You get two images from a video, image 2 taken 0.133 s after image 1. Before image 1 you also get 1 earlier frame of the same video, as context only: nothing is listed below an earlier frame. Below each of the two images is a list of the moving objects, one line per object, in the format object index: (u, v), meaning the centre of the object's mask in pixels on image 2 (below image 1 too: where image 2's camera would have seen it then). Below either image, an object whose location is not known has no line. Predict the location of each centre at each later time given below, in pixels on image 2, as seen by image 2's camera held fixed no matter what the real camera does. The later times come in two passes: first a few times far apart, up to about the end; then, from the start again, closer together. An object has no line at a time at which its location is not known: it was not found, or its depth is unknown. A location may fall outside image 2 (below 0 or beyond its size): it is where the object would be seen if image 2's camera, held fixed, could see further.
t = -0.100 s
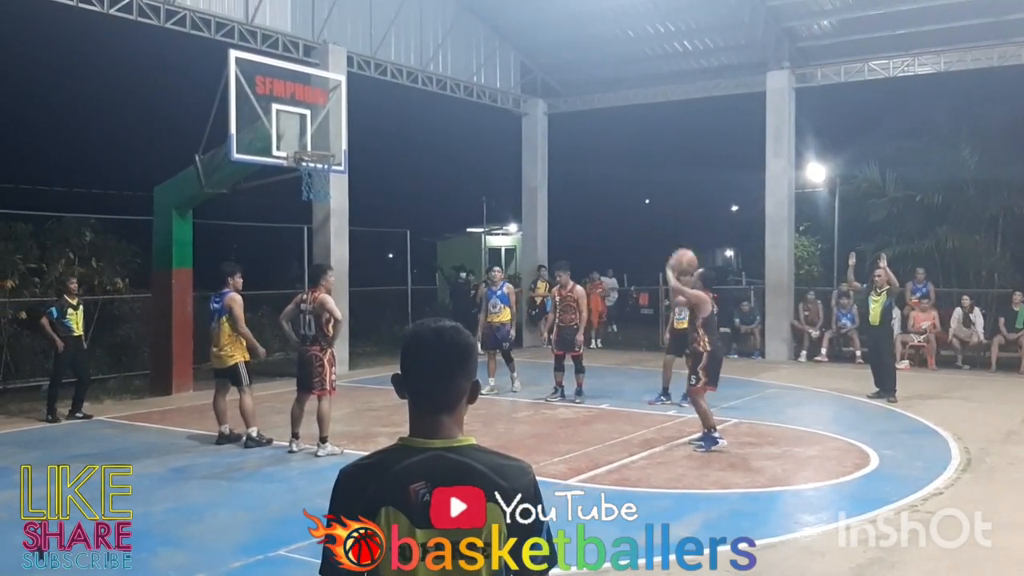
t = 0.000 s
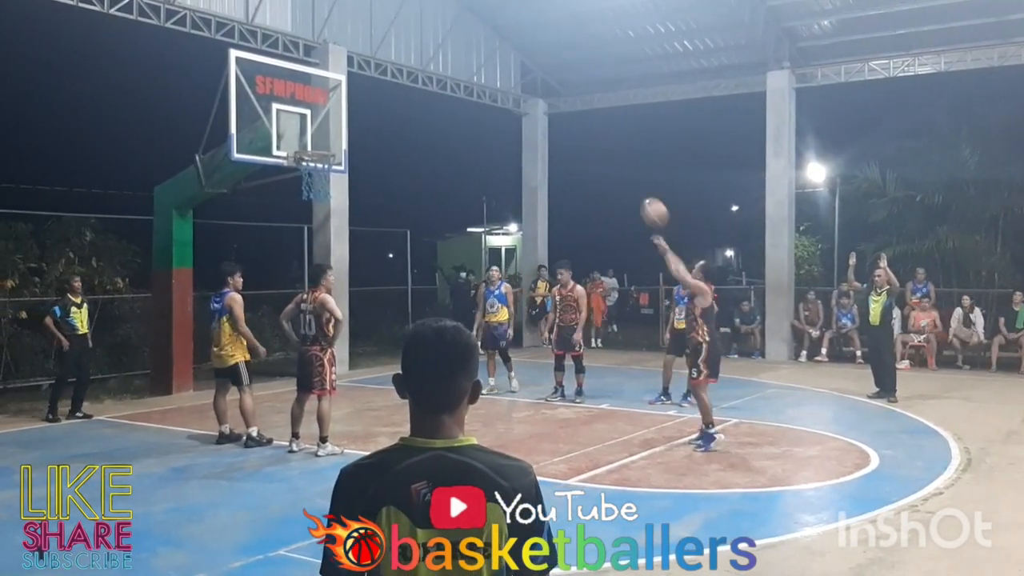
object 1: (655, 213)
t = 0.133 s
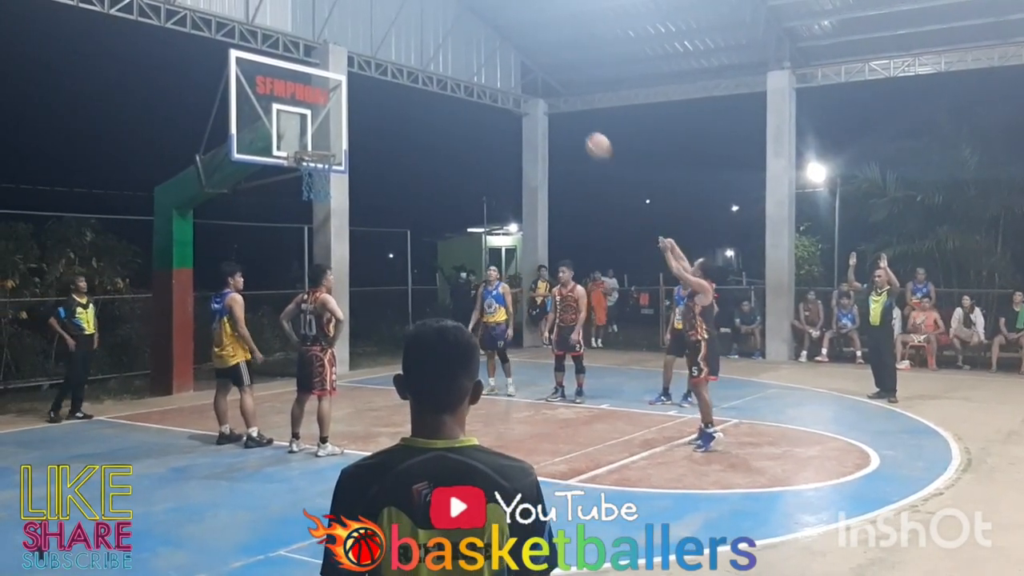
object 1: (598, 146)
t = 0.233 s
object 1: (559, 110)
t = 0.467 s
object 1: (474, 66)
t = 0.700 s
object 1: (401, 75)
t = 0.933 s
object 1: (332, 129)
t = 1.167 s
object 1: (296, 179)
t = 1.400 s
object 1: (288, 239)
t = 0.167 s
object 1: (585, 133)
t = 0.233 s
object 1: (559, 110)
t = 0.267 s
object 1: (547, 100)
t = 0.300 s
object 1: (533, 91)
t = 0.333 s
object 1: (522, 84)
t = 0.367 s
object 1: (509, 77)
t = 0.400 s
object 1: (498, 73)
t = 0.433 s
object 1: (486, 68)
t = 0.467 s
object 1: (474, 66)
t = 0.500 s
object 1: (464, 65)
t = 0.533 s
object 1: (453, 64)
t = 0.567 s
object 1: (442, 64)
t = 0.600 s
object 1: (432, 64)
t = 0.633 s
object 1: (421, 66)
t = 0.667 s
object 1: (411, 69)
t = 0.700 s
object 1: (401, 75)
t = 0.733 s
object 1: (389, 79)
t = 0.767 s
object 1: (379, 86)
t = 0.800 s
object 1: (370, 92)
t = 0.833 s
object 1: (360, 99)
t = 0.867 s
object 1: (351, 108)
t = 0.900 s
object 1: (342, 118)
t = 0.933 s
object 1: (332, 129)
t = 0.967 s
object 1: (322, 139)
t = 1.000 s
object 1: (314, 146)
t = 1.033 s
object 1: (304, 162)
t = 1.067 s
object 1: (299, 167)
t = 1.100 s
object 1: (300, 171)
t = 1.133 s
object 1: (297, 175)
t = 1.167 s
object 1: (296, 179)
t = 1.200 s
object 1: (294, 186)
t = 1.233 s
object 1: (293, 193)
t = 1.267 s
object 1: (292, 200)
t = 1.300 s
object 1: (292, 208)
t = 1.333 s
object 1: (290, 217)
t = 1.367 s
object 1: (289, 227)
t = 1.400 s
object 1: (288, 239)
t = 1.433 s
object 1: (288, 250)
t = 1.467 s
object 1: (287, 263)
